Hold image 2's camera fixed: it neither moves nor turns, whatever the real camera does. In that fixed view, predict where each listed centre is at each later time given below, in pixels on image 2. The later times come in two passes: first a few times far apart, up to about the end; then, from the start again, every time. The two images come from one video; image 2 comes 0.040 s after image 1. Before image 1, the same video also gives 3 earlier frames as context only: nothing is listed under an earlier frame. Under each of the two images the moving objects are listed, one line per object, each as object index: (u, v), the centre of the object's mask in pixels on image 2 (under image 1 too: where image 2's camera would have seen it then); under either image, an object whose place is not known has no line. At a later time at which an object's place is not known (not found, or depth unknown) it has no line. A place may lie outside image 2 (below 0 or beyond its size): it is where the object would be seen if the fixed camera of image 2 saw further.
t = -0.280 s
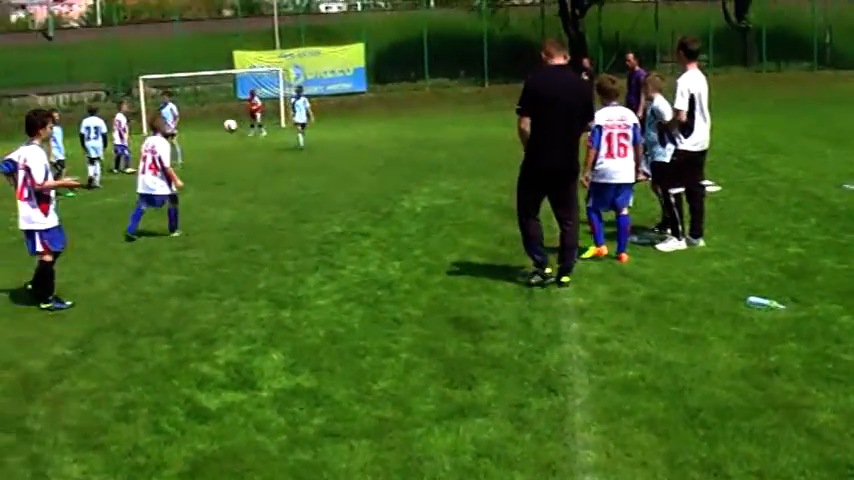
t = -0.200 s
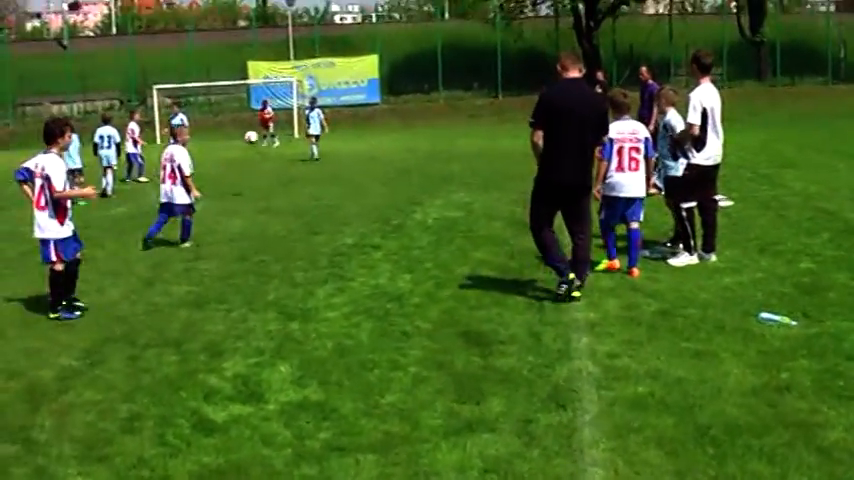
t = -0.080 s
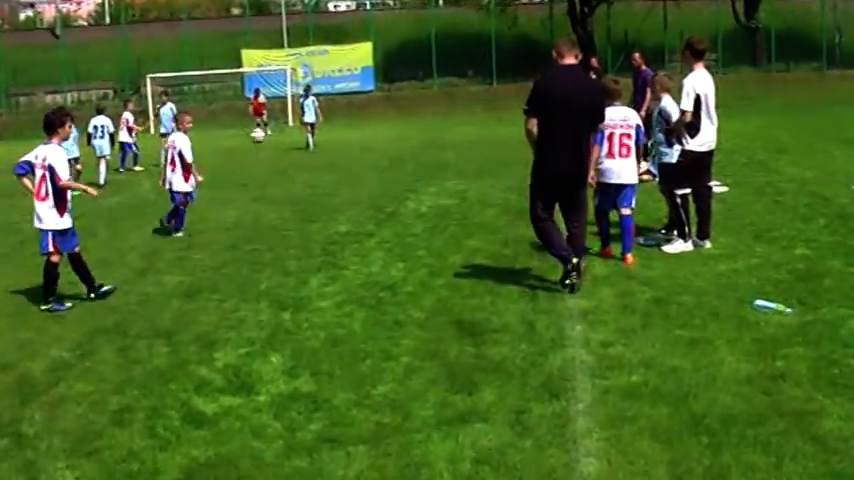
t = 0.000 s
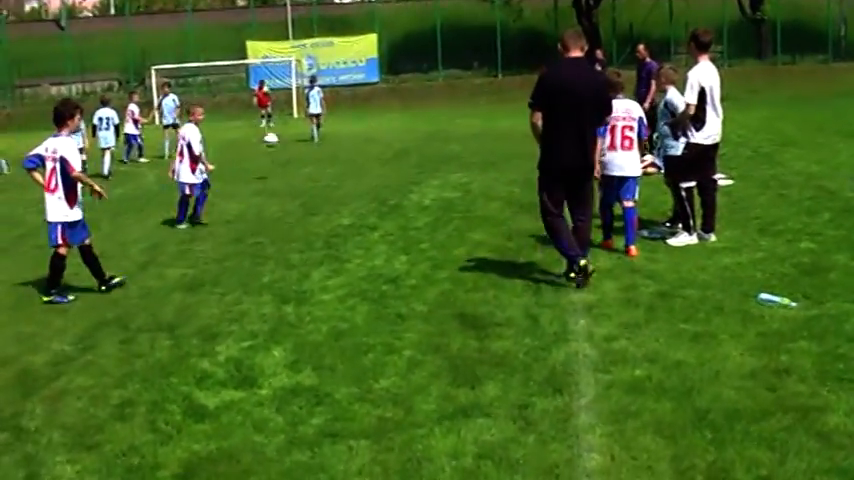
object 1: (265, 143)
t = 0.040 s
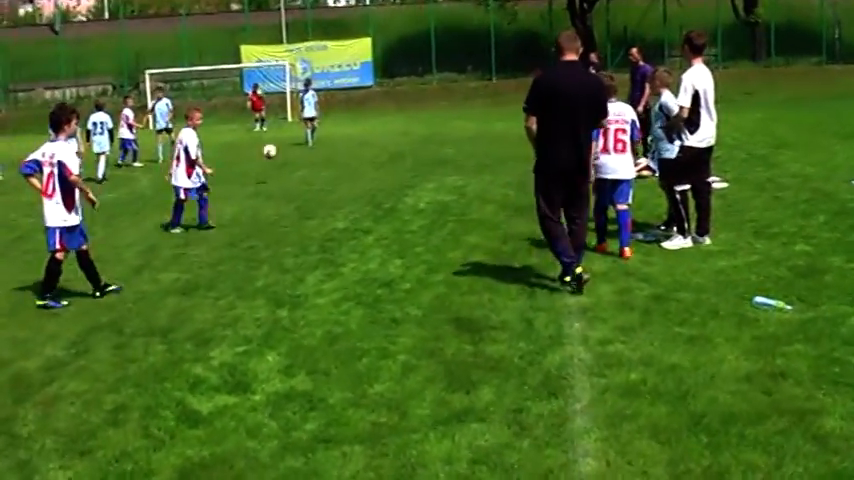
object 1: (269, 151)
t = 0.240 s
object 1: (294, 166)
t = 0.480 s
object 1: (326, 159)
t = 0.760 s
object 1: (367, 178)
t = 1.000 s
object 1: (406, 187)
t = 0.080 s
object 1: (274, 160)
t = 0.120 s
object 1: (280, 171)
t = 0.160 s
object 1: (284, 177)
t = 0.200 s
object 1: (289, 172)
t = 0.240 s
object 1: (294, 166)
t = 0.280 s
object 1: (298, 162)
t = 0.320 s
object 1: (304, 159)
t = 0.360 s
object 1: (309, 157)
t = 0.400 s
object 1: (315, 156)
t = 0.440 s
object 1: (320, 157)
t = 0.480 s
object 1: (326, 159)
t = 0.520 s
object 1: (331, 162)
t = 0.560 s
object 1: (337, 166)
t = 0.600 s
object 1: (343, 172)
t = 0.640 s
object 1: (349, 178)
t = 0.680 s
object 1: (355, 185)
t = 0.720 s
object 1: (361, 180)
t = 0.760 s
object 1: (367, 178)
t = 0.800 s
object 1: (373, 176)
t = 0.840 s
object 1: (379, 175)
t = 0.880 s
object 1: (385, 176)
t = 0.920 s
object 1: (392, 178)
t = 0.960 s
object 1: (399, 182)
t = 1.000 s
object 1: (406, 187)
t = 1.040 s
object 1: (413, 188)
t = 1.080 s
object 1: (418, 187)
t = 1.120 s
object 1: (426, 185)
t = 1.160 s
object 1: (433, 187)
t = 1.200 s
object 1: (440, 189)
